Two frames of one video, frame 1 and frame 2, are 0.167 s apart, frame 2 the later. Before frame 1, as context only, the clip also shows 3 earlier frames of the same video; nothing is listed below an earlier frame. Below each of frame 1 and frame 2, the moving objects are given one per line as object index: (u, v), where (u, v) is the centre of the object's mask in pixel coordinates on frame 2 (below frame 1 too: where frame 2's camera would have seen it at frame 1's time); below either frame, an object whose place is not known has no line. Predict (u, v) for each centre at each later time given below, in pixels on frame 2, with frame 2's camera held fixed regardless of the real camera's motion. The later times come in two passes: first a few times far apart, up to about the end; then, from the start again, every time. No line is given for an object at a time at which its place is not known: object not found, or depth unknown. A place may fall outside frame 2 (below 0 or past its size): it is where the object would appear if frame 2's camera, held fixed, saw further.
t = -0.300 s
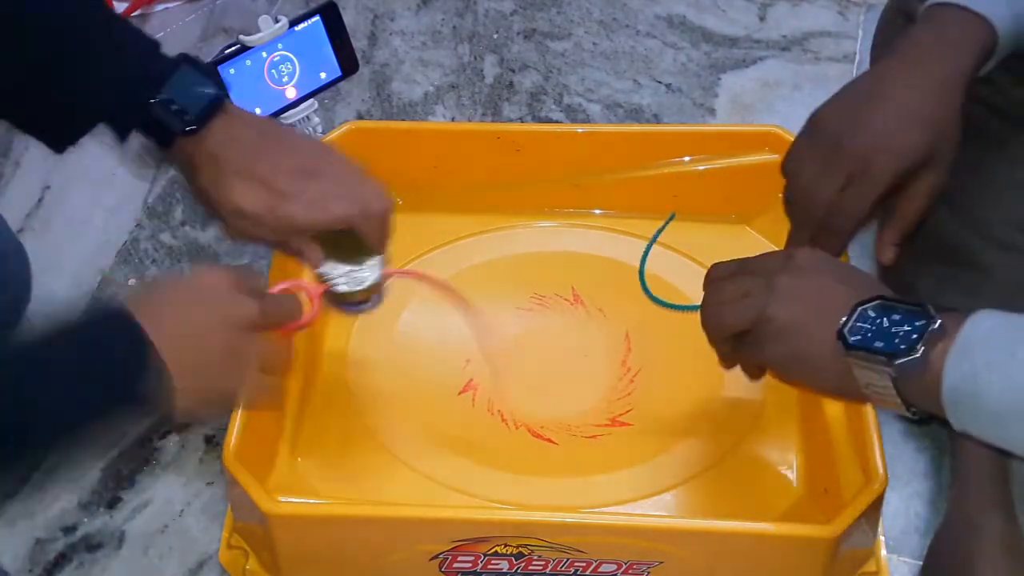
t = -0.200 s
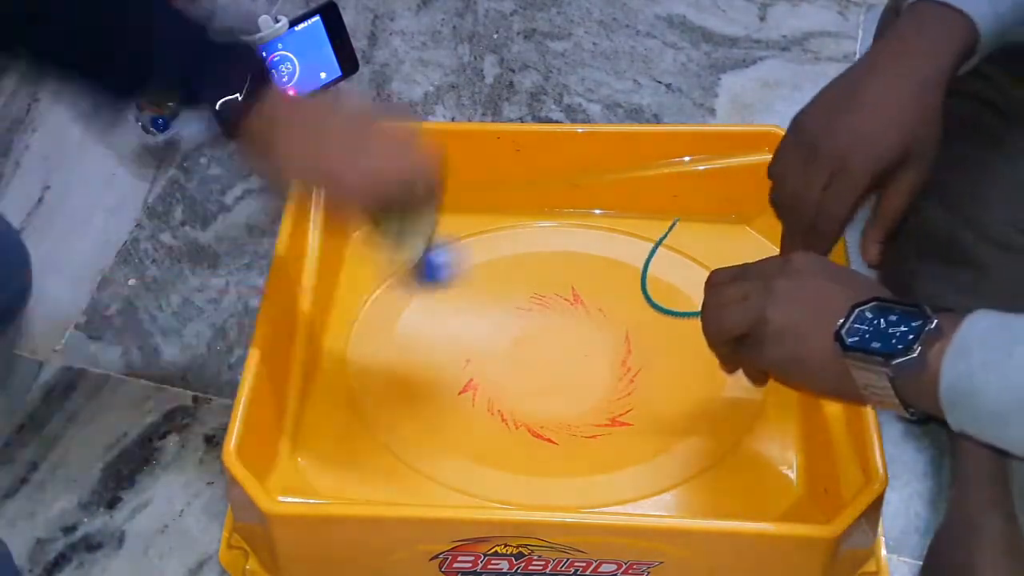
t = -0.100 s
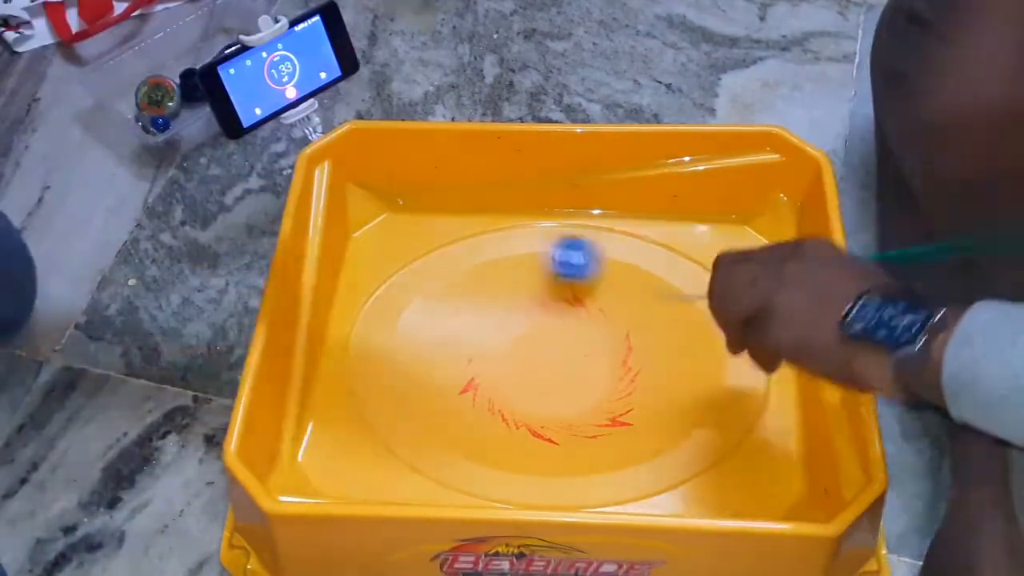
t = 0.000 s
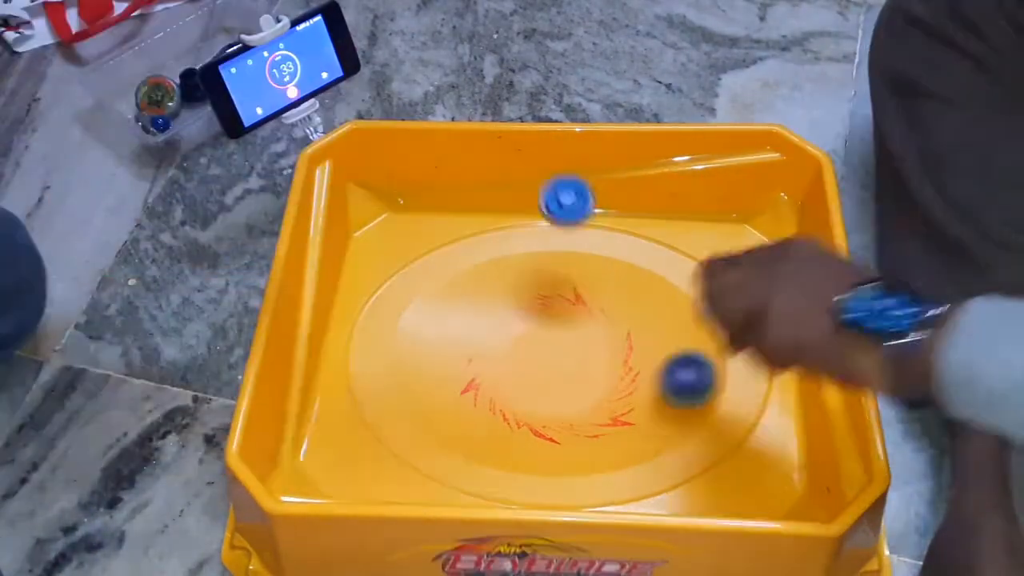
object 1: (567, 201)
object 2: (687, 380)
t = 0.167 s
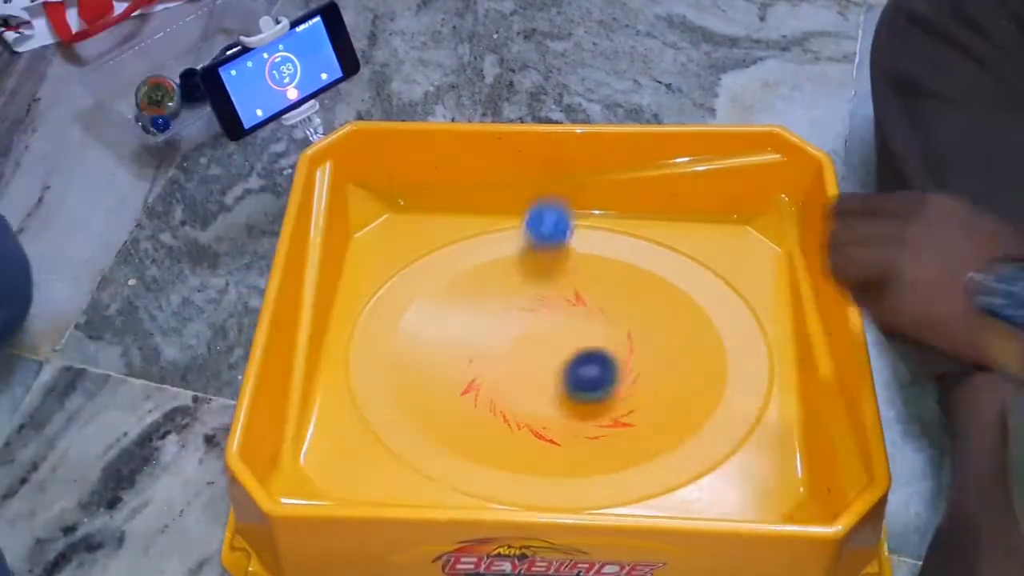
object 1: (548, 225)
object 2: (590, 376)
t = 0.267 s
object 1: (579, 184)
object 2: (550, 391)
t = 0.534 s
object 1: (571, 335)
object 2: (580, 450)
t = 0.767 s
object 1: (671, 394)
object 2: (748, 423)
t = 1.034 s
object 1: (747, 301)
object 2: (696, 417)
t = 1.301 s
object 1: (766, 345)
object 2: (589, 382)
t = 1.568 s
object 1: (761, 393)
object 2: (471, 426)
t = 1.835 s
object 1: (745, 421)
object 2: (612, 441)
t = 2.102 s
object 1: (727, 440)
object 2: (574, 281)
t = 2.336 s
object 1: (712, 450)
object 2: (365, 265)
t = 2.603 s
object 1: (675, 447)
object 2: (448, 380)
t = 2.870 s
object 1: (707, 360)
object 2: (595, 397)
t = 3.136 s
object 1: (627, 233)
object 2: (545, 304)
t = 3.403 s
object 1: (408, 305)
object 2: (423, 372)
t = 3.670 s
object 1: (378, 393)
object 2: (582, 473)
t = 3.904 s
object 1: (561, 432)
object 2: (707, 334)
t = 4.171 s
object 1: (659, 277)
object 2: (605, 229)
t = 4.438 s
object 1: (456, 309)
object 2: (444, 240)
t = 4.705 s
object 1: (612, 461)
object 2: (355, 331)
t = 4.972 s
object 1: (753, 376)
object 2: (395, 432)
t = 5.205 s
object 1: (644, 270)
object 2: (502, 475)
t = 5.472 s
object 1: (354, 318)
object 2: (641, 456)
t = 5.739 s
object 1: (463, 465)
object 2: (728, 333)
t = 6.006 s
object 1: (661, 476)
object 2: (674, 247)
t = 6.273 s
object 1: (767, 369)
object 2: (569, 219)
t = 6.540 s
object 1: (709, 262)
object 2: (464, 245)
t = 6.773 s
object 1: (611, 233)
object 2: (402, 318)
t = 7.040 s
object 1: (459, 287)
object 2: (515, 480)
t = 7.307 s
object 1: (547, 462)
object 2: (671, 469)
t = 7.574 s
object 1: (637, 481)
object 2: (713, 311)
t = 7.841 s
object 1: (661, 434)
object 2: (505, 225)
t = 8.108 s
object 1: (594, 302)
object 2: (381, 396)
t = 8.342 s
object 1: (425, 338)
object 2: (615, 482)
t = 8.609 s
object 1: (533, 448)
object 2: (756, 248)
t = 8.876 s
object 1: (645, 371)
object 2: (567, 294)
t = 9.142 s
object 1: (561, 308)
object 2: (441, 424)
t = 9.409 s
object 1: (453, 347)
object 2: (575, 434)
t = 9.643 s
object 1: (536, 406)
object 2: (615, 287)
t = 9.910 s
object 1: (593, 337)
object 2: (405, 250)
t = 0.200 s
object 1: (559, 203)
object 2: (575, 378)
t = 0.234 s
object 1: (569, 189)
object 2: (561, 384)
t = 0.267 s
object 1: (579, 184)
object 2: (550, 391)
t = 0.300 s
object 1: (589, 188)
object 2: (539, 402)
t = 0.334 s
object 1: (597, 198)
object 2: (533, 413)
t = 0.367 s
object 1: (598, 213)
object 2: (531, 424)
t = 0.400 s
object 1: (598, 237)
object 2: (533, 433)
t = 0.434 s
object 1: (598, 271)
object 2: (540, 440)
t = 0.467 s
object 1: (587, 291)
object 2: (550, 445)
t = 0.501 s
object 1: (575, 315)
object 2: (563, 449)
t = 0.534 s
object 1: (571, 335)
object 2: (580, 450)
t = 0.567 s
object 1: (573, 354)
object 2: (599, 449)
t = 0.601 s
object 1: (582, 373)
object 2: (620, 445)
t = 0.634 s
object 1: (597, 391)
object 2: (641, 438)
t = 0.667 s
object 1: (617, 404)
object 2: (667, 431)
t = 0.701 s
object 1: (632, 403)
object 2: (700, 429)
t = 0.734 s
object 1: (650, 399)
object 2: (727, 429)
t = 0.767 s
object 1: (671, 394)
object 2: (748, 423)
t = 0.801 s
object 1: (695, 384)
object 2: (765, 415)
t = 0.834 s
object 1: (717, 371)
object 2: (778, 409)
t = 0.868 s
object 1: (741, 356)
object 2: (771, 405)
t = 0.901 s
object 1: (767, 345)
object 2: (760, 403)
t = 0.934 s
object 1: (772, 329)
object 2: (747, 403)
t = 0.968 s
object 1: (761, 315)
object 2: (730, 405)
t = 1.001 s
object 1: (750, 309)
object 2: (713, 410)
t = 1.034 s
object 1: (747, 301)
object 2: (696, 417)
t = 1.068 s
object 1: (744, 300)
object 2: (681, 421)
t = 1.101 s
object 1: (745, 300)
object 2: (666, 421)
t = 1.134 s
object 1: (747, 305)
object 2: (651, 417)
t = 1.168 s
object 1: (751, 311)
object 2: (640, 410)
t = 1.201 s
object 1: (756, 319)
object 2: (630, 402)
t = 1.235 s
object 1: (763, 328)
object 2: (619, 394)
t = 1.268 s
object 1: (764, 336)
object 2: (606, 388)
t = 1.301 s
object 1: (766, 345)
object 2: (589, 382)
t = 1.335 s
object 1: (767, 353)
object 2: (570, 381)
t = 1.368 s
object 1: (768, 360)
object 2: (551, 383)
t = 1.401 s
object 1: (767, 367)
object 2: (530, 387)
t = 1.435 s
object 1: (766, 373)
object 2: (510, 393)
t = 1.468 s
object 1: (765, 378)
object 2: (493, 401)
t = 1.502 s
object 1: (764, 383)
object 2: (481, 409)
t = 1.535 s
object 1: (763, 388)
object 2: (473, 418)
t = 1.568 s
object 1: (761, 393)
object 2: (471, 426)
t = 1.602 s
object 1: (759, 397)
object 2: (473, 435)
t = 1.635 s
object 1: (758, 400)
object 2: (481, 442)
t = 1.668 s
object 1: (756, 404)
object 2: (495, 449)
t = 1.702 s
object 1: (754, 407)
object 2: (513, 453)
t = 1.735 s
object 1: (752, 411)
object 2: (535, 456)
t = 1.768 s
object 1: (750, 414)
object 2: (560, 456)
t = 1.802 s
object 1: (747, 418)
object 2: (587, 451)
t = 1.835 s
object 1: (745, 421)
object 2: (612, 441)
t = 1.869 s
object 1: (742, 424)
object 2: (631, 425)
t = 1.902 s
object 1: (740, 427)
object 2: (643, 403)
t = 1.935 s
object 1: (738, 429)
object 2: (646, 380)
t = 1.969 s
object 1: (736, 431)
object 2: (643, 357)
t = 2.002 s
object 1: (734, 434)
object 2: (634, 335)
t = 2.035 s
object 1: (731, 436)
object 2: (619, 316)
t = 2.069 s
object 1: (729, 438)
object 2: (599, 298)
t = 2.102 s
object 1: (727, 440)
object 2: (574, 281)
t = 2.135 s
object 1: (725, 441)
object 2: (545, 268)
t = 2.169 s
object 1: (723, 443)
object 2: (512, 258)
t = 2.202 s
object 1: (721, 445)
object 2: (476, 253)
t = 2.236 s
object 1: (719, 446)
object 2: (441, 253)
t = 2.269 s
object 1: (717, 448)
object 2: (409, 254)
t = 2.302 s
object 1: (714, 449)
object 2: (380, 257)
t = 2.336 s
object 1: (712, 450)
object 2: (365, 265)
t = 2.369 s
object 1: (709, 450)
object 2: (379, 275)
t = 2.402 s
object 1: (705, 450)
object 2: (395, 292)
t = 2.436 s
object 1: (702, 448)
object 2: (403, 298)
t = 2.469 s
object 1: (698, 448)
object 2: (413, 312)
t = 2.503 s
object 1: (692, 448)
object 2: (422, 327)
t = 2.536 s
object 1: (687, 448)
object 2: (431, 344)
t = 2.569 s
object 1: (681, 448)
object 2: (440, 362)
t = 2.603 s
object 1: (675, 447)
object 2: (448, 380)
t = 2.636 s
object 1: (667, 447)
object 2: (462, 397)
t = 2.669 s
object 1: (661, 447)
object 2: (482, 412)
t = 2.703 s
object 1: (656, 444)
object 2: (507, 422)
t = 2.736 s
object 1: (653, 438)
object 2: (535, 427)
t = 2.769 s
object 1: (653, 428)
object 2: (561, 425)
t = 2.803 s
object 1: (658, 411)
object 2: (587, 419)
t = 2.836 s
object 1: (685, 387)
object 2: (591, 409)
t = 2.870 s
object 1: (707, 360)
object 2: (595, 397)
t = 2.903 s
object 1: (719, 332)
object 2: (598, 381)
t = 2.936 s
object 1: (724, 307)
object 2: (598, 366)
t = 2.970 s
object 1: (723, 285)
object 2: (593, 353)
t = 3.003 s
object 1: (717, 267)
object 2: (586, 341)
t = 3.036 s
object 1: (704, 254)
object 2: (579, 331)
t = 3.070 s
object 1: (683, 243)
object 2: (569, 320)
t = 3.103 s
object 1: (656, 236)
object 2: (558, 311)
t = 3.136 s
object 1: (627, 233)
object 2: (545, 304)
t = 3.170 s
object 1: (602, 233)
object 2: (529, 298)
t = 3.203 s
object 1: (577, 234)
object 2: (509, 297)
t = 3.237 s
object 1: (553, 239)
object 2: (489, 299)
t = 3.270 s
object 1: (530, 244)
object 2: (469, 305)
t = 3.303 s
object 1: (502, 253)
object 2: (450, 315)
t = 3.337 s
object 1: (471, 268)
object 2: (436, 328)
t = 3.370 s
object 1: (438, 289)
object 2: (425, 344)
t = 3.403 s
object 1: (408, 305)
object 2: (423, 372)
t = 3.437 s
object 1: (382, 311)
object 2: (427, 400)
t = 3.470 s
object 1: (362, 318)
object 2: (442, 425)
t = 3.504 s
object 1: (351, 326)
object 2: (465, 445)
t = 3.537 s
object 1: (349, 340)
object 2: (491, 463)
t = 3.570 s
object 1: (353, 358)
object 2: (516, 473)
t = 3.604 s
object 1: (359, 371)
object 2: (540, 477)
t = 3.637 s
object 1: (367, 383)
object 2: (562, 477)
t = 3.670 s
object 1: (378, 393)
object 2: (582, 473)
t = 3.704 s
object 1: (392, 400)
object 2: (601, 465)
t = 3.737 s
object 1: (407, 406)
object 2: (620, 455)
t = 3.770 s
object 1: (426, 413)
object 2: (641, 442)
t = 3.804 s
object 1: (450, 421)
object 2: (663, 424)
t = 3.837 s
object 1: (483, 430)
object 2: (683, 398)
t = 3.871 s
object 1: (520, 434)
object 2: (699, 367)
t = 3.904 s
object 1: (561, 432)
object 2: (707, 334)
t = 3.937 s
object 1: (600, 423)
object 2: (707, 299)
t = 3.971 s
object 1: (632, 405)
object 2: (702, 270)
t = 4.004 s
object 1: (656, 381)
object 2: (694, 244)
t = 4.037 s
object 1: (671, 355)
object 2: (680, 223)
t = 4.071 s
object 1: (676, 328)
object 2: (665, 223)
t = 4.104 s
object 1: (674, 299)
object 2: (649, 237)
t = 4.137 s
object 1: (668, 283)
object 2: (629, 235)
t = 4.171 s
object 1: (659, 277)
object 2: (605, 229)
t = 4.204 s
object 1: (646, 275)
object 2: (584, 225)
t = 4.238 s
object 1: (625, 270)
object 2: (562, 223)
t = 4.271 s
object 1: (602, 267)
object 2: (541, 223)
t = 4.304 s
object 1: (572, 265)
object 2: (521, 224)
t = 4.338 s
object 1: (541, 267)
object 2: (500, 225)
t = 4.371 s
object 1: (509, 275)
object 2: (480, 228)
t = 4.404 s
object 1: (480, 289)
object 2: (462, 232)
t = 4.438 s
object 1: (456, 309)
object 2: (444, 240)
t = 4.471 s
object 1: (442, 333)
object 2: (427, 248)
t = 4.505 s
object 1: (436, 358)
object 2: (411, 256)
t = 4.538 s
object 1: (441, 385)
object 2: (398, 266)
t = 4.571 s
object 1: (456, 410)
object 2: (385, 277)
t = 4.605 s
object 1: (483, 432)
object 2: (374, 289)
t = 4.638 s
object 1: (521, 449)
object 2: (366, 303)
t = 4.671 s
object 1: (565, 459)
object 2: (359, 317)
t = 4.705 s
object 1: (612, 461)
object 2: (355, 331)
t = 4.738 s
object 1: (657, 461)
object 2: (352, 345)
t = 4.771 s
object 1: (696, 456)
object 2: (353, 359)
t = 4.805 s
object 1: (725, 443)
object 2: (355, 373)
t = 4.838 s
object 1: (749, 427)
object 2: (359, 386)
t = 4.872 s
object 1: (773, 413)
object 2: (365, 399)
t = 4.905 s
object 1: (775, 398)
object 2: (374, 410)
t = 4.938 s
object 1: (763, 387)
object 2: (383, 422)
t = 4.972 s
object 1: (753, 376)
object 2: (395, 432)
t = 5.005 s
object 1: (745, 360)
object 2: (407, 442)
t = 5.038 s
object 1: (735, 345)
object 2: (420, 450)
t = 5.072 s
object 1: (726, 332)
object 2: (435, 457)
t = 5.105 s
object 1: (714, 318)
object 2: (451, 463)
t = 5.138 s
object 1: (696, 302)
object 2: (467, 468)
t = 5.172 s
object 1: (674, 285)
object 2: (485, 472)
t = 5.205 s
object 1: (644, 270)
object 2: (502, 475)
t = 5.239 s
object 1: (608, 257)
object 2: (521, 476)
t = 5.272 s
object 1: (566, 248)
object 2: (540, 476)
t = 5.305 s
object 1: (519, 248)
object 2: (557, 476)
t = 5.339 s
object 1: (470, 256)
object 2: (575, 475)
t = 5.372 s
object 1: (428, 269)
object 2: (593, 473)
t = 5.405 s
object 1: (392, 281)
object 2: (610, 468)
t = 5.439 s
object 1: (363, 295)
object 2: (626, 463)
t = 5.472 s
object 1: (354, 318)
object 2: (641, 456)
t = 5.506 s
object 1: (361, 348)
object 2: (654, 449)
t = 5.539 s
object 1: (369, 371)
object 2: (667, 441)
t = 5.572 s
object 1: (378, 393)
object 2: (681, 430)
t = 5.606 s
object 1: (390, 410)
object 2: (696, 416)
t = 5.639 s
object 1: (405, 425)
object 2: (710, 398)
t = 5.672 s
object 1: (422, 440)
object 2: (722, 377)
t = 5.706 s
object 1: (442, 453)
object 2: (728, 353)
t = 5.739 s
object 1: (463, 465)
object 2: (728, 333)
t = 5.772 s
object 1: (486, 475)
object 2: (726, 318)
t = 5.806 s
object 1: (510, 481)
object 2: (722, 304)
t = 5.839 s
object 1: (535, 485)
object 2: (716, 293)
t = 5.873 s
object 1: (562, 486)
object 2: (710, 282)
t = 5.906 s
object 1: (587, 485)
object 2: (702, 272)
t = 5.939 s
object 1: (613, 484)
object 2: (694, 262)
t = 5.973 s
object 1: (637, 482)
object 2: (684, 255)
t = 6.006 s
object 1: (661, 476)
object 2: (674, 247)
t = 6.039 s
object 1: (683, 467)
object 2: (664, 240)
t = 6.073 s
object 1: (704, 455)
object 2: (653, 234)
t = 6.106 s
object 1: (723, 443)
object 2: (640, 229)
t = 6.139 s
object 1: (737, 429)
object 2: (626, 226)
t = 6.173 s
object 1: (748, 415)
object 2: (612, 223)
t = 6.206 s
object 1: (758, 400)
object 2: (598, 220)
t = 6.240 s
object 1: (764, 385)
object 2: (584, 219)
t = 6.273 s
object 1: (767, 369)
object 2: (569, 219)
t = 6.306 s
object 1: (767, 353)
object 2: (554, 220)
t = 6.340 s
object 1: (765, 336)
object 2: (540, 220)
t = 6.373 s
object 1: (760, 321)
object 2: (526, 223)
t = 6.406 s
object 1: (752, 306)
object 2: (512, 226)
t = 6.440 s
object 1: (742, 292)
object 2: (500, 229)
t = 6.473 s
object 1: (732, 281)
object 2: (487, 234)
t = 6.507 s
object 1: (720, 271)
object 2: (475, 240)
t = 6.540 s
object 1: (709, 262)
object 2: (464, 245)
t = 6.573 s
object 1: (697, 255)
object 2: (453, 252)
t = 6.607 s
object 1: (684, 248)
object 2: (443, 259)
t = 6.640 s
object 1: (671, 243)
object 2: (433, 267)
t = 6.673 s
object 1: (656, 239)
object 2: (425, 276)
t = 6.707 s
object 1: (641, 236)
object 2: (417, 287)
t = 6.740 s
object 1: (626, 234)
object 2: (410, 300)
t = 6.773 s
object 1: (611, 233)
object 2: (402, 318)
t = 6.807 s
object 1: (594, 233)
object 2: (398, 342)
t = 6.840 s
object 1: (578, 233)
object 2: (400, 370)
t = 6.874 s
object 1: (562, 236)
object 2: (411, 399)
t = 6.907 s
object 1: (547, 239)
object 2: (431, 427)
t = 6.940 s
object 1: (530, 244)
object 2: (453, 450)
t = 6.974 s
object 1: (509, 253)
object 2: (473, 466)
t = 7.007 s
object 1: (484, 269)
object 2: (495, 476)
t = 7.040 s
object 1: (459, 287)
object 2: (515, 480)
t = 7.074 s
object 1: (438, 311)
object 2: (536, 483)
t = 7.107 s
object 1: (426, 335)
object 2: (557, 484)
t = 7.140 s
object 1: (422, 362)
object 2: (579, 484)
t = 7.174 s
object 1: (428, 387)
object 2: (599, 484)
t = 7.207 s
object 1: (442, 411)
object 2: (619, 482)
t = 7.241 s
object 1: (468, 433)
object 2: (637, 480)
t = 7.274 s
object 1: (502, 451)
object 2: (654, 476)
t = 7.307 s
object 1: (547, 462)
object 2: (671, 469)
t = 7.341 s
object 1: (587, 468)
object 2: (687, 462)
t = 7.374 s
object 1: (622, 471)
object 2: (701, 454)
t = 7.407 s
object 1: (652, 471)
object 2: (715, 446)
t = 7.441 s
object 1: (647, 477)
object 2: (749, 424)
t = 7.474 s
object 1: (638, 481)
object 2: (778, 394)
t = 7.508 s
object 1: (633, 482)
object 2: (758, 360)
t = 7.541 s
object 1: (634, 482)
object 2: (734, 335)
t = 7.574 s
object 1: (637, 481)
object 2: (713, 311)
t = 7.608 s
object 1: (642, 480)
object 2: (691, 283)
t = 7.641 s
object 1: (647, 477)
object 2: (667, 262)
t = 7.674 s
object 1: (652, 472)
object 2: (644, 245)
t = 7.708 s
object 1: (656, 467)
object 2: (621, 231)
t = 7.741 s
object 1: (658, 460)
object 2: (596, 219)
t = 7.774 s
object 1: (659, 452)
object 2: (566, 217)
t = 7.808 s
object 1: (659, 444)
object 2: (536, 222)
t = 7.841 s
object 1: (661, 434)
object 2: (505, 225)
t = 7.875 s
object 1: (665, 419)
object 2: (474, 229)
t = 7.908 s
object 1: (670, 401)
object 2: (442, 237)
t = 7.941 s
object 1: (672, 381)
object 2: (410, 255)
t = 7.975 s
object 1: (666, 360)
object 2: (380, 279)
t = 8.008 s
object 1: (655, 342)
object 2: (356, 305)
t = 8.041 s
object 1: (637, 327)
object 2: (358, 335)
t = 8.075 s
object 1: (617, 313)
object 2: (366, 371)
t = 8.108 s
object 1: (594, 302)
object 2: (381, 396)
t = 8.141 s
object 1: (568, 296)
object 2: (402, 424)
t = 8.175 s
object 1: (541, 293)
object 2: (429, 443)
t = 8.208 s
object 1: (514, 294)
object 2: (461, 459)
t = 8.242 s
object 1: (487, 300)
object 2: (497, 472)
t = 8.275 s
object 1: (463, 309)
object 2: (535, 479)
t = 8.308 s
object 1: (442, 322)
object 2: (574, 482)
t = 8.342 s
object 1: (425, 338)
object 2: (615, 482)
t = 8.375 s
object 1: (415, 355)
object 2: (653, 477)
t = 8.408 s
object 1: (411, 374)
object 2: (690, 461)
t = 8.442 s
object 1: (414, 392)
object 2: (726, 439)
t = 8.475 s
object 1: (426, 410)
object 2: (756, 404)
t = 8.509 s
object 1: (444, 426)
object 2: (770, 361)
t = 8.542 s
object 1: (470, 438)
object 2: (771, 319)
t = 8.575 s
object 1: (500, 446)
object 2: (763, 282)
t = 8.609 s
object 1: (533, 448)
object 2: (756, 248)
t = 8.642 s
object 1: (564, 443)
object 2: (749, 219)
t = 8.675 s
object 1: (594, 431)
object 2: (731, 223)
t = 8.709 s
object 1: (618, 417)
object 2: (710, 236)
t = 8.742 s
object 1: (636, 398)
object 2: (685, 261)
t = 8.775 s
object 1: (646, 375)
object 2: (657, 295)
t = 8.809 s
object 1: (649, 367)
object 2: (629, 307)
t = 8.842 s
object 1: (648, 367)
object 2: (597, 298)
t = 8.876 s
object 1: (645, 371)
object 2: (567, 294)
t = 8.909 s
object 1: (636, 367)
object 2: (537, 296)
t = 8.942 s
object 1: (626, 358)
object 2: (509, 303)
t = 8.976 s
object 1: (616, 346)
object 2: (484, 315)
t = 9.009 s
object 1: (605, 334)
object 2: (462, 332)
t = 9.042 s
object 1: (594, 326)
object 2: (446, 353)
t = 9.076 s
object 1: (583, 319)
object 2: (435, 377)
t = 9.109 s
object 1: (572, 313)
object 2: (434, 402)
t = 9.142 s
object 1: (561, 308)
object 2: (441, 424)
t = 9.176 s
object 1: (548, 304)
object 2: (448, 449)
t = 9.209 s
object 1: (532, 303)
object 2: (459, 468)
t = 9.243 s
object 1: (514, 304)
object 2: (476, 476)
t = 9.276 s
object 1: (496, 308)
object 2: (499, 474)
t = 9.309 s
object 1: (480, 314)
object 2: (518, 466)
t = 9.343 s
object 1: (467, 324)
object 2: (537, 455)
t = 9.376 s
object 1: (459, 335)
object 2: (555, 444)
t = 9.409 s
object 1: (453, 347)
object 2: (575, 434)
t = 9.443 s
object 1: (453, 360)
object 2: (597, 420)
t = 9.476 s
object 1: (457, 372)
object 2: (618, 400)
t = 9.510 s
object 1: (466, 384)
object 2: (631, 378)
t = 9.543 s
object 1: (478, 395)
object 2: (636, 354)
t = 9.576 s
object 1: (495, 402)
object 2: (636, 330)
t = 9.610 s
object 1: (516, 406)
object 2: (629, 308)
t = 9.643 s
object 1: (536, 406)
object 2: (615, 287)
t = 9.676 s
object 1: (555, 403)
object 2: (595, 269)
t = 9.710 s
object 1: (569, 395)
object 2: (572, 257)
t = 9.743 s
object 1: (579, 386)
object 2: (544, 249)
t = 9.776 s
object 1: (585, 377)
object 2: (512, 245)
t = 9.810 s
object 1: (589, 367)
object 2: (481, 246)
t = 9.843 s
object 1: (592, 358)
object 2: (454, 246)
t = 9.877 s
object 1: (593, 347)
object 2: (428, 245)
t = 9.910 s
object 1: (593, 337)
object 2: (405, 250)
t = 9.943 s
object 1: (593, 328)
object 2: (384, 259)
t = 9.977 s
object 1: (592, 319)
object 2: (367, 263)
